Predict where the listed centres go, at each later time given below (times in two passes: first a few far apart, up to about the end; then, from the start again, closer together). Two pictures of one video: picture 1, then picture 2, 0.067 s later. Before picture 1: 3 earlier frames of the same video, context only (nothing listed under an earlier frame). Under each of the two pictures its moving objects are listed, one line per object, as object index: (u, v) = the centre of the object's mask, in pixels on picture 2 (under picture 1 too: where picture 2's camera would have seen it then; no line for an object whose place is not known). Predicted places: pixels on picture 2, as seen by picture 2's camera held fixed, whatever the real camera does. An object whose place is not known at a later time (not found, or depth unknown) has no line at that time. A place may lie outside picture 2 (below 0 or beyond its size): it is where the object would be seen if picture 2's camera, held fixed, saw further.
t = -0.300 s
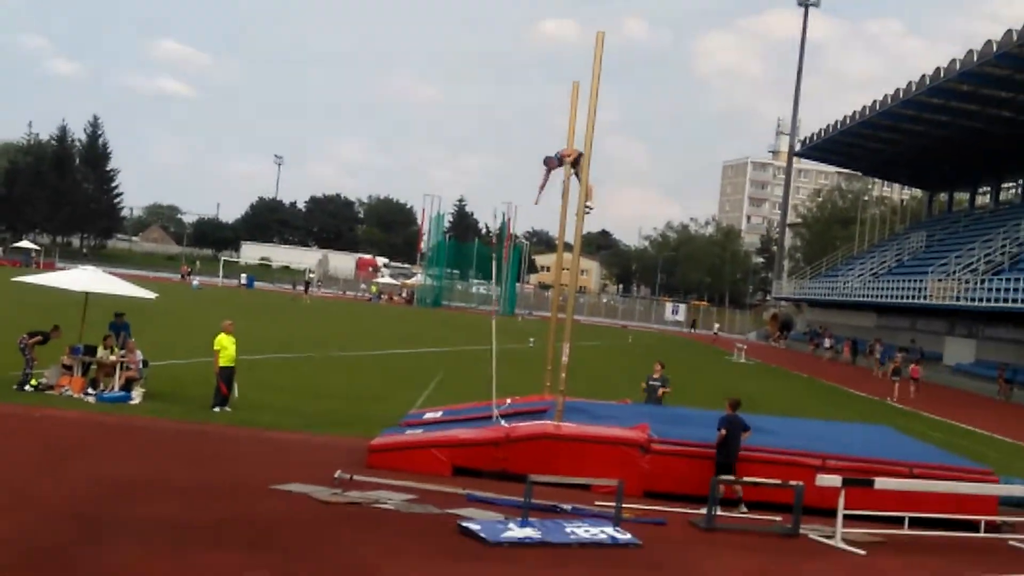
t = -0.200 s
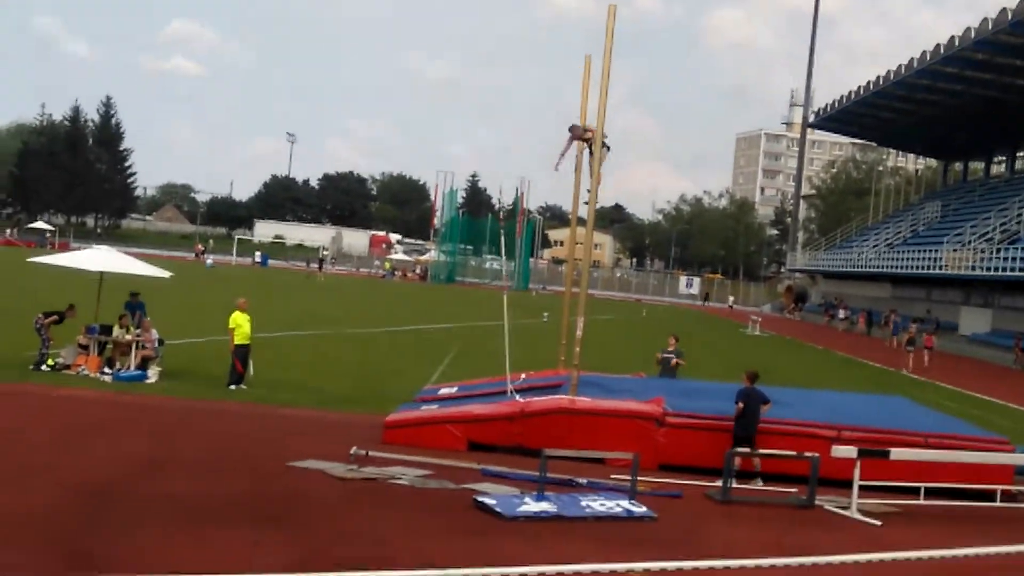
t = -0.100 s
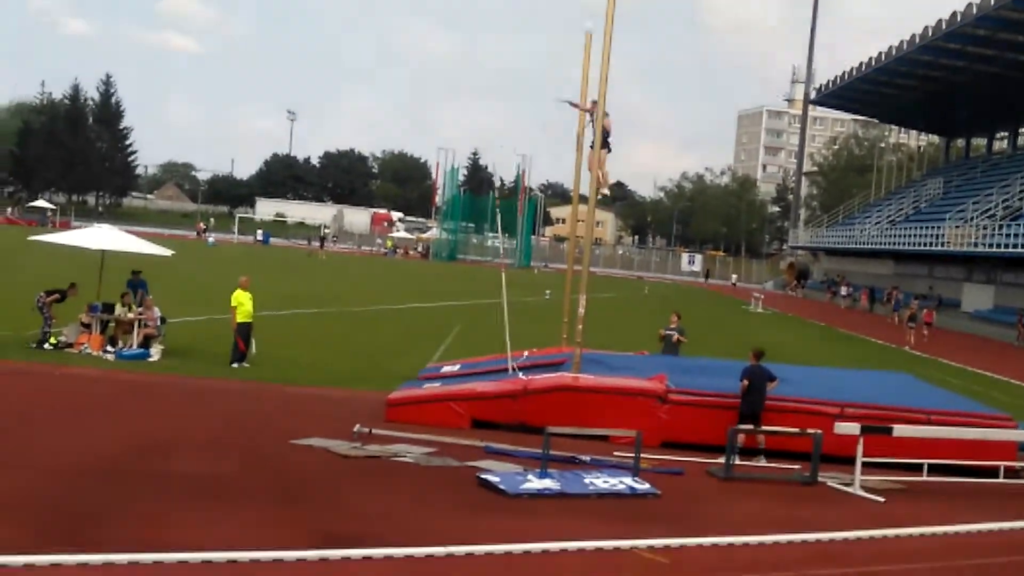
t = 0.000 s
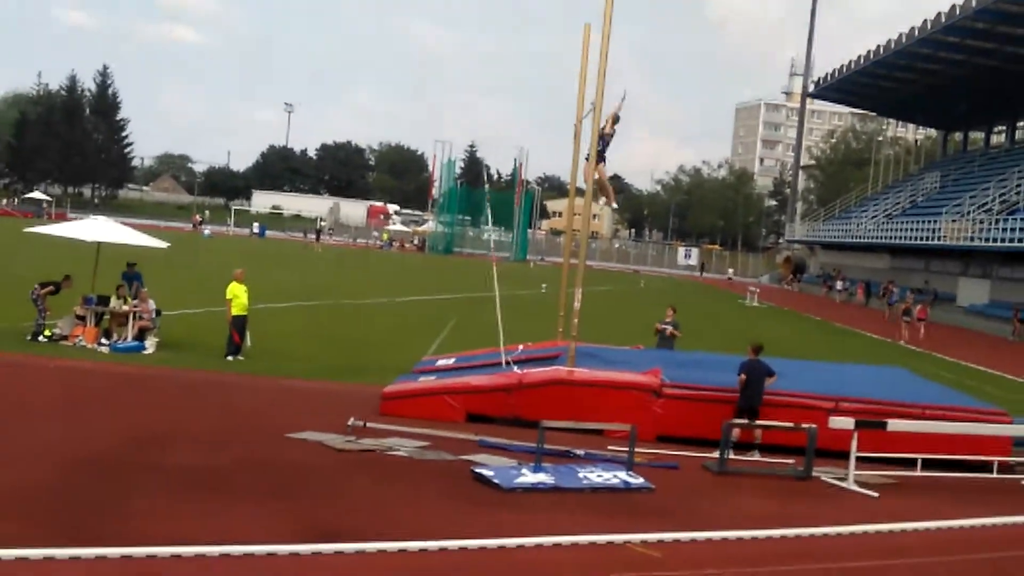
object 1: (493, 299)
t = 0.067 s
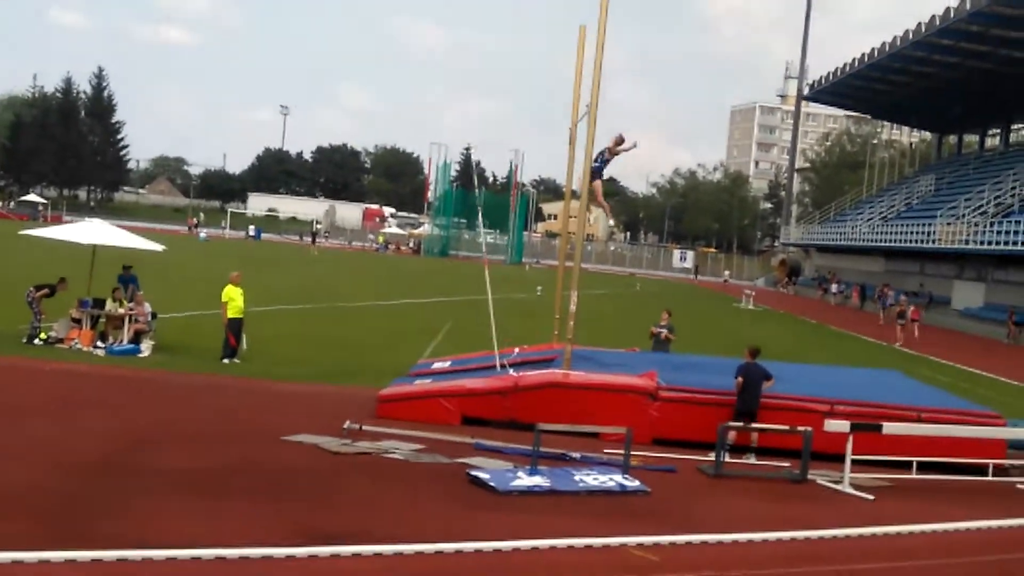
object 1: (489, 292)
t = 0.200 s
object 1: (482, 291)
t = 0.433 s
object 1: (466, 298)
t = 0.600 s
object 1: (453, 309)
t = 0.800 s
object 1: (431, 328)
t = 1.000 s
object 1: (401, 353)
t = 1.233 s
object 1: (411, 352)
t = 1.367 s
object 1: (406, 345)
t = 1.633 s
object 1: (383, 359)
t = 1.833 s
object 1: (364, 375)
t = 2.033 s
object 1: (374, 374)
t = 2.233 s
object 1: (360, 376)
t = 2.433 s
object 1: (361, 376)
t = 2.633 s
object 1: (360, 376)
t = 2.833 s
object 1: (360, 376)
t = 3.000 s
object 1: (360, 376)
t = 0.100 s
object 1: (488, 295)
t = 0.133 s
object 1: (485, 291)
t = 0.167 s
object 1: (484, 292)
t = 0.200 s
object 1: (482, 291)
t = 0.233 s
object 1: (480, 294)
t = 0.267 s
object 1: (477, 293)
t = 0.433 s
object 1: (466, 298)
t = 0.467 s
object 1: (464, 302)
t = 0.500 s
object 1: (462, 303)
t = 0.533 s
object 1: (459, 306)
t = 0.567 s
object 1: (456, 308)
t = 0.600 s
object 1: (453, 309)
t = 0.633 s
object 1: (450, 313)
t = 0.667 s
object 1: (446, 314)
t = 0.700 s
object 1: (443, 317)
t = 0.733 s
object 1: (440, 322)
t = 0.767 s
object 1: (435, 325)
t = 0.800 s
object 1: (431, 328)
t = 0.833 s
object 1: (427, 333)
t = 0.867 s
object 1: (422, 338)
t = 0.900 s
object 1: (420, 343)
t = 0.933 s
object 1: (419, 348)
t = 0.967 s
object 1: (413, 351)
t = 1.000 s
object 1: (401, 353)
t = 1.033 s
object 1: (407, 362)
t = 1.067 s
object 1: (385, 369)
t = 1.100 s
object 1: (371, 373)
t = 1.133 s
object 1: (378, 369)
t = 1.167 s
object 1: (413, 360)
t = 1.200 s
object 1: (413, 356)
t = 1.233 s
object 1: (411, 352)
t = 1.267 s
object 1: (411, 349)
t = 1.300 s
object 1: (407, 347)
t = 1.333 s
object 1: (407, 346)
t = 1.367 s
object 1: (406, 345)
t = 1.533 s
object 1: (397, 350)
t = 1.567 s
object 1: (391, 353)
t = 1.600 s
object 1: (391, 356)
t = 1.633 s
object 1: (383, 359)
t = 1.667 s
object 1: (392, 365)
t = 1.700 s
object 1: (379, 368)
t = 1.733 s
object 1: (366, 371)
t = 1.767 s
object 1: (364, 375)
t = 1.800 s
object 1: (362, 375)
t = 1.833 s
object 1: (364, 375)
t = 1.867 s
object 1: (364, 373)
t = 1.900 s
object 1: (364, 371)
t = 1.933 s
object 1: (368, 372)
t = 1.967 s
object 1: (369, 372)
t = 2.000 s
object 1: (372, 373)
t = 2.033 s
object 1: (374, 374)
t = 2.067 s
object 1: (367, 374)
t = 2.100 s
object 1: (364, 374)
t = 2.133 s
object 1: (361, 375)
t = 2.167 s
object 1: (362, 376)
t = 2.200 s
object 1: (361, 377)
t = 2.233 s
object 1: (360, 376)
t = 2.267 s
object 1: (360, 376)
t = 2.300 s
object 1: (361, 376)
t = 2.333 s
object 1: (361, 376)
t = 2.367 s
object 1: (361, 376)
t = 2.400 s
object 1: (361, 376)
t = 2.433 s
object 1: (361, 376)
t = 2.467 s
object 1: (360, 376)
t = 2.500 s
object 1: (360, 376)
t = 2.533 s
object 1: (360, 376)
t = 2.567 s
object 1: (361, 376)
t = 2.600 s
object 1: (360, 376)
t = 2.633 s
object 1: (360, 376)
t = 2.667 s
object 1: (360, 376)
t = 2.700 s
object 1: (360, 376)
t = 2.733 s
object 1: (361, 376)
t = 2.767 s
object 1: (360, 376)
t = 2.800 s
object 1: (360, 376)
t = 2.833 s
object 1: (360, 376)
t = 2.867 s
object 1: (360, 376)
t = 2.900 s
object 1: (360, 376)
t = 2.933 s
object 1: (360, 376)
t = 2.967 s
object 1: (360, 376)
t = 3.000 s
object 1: (360, 376)
